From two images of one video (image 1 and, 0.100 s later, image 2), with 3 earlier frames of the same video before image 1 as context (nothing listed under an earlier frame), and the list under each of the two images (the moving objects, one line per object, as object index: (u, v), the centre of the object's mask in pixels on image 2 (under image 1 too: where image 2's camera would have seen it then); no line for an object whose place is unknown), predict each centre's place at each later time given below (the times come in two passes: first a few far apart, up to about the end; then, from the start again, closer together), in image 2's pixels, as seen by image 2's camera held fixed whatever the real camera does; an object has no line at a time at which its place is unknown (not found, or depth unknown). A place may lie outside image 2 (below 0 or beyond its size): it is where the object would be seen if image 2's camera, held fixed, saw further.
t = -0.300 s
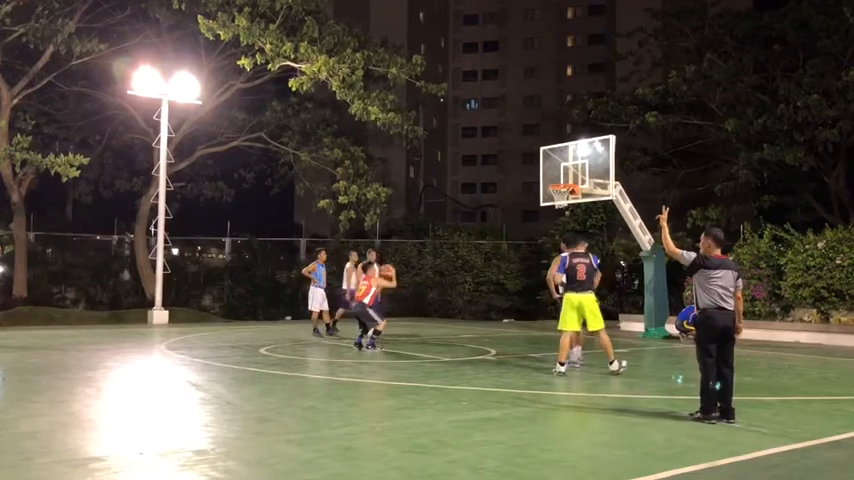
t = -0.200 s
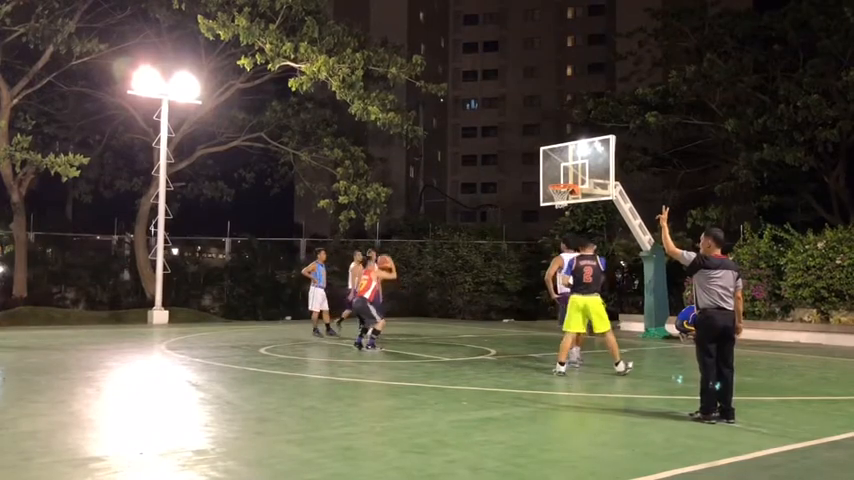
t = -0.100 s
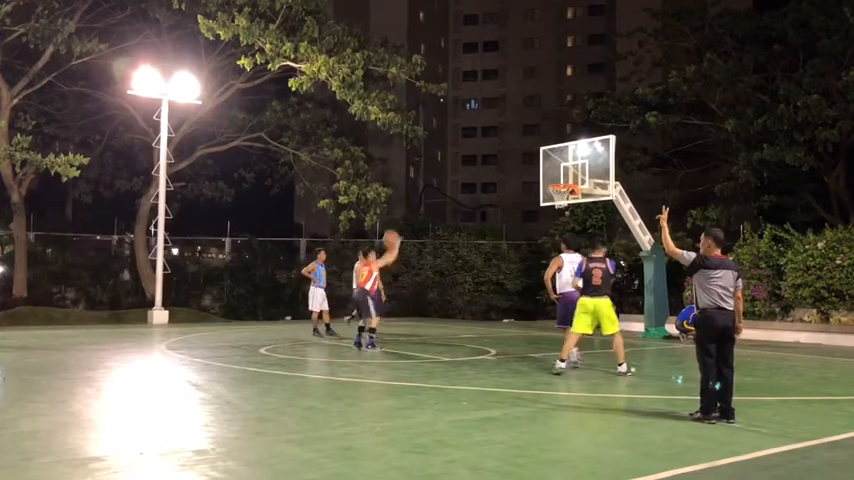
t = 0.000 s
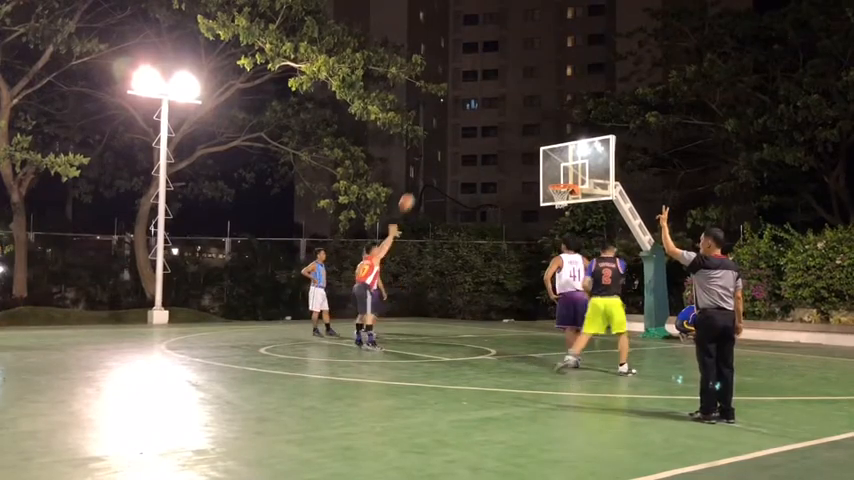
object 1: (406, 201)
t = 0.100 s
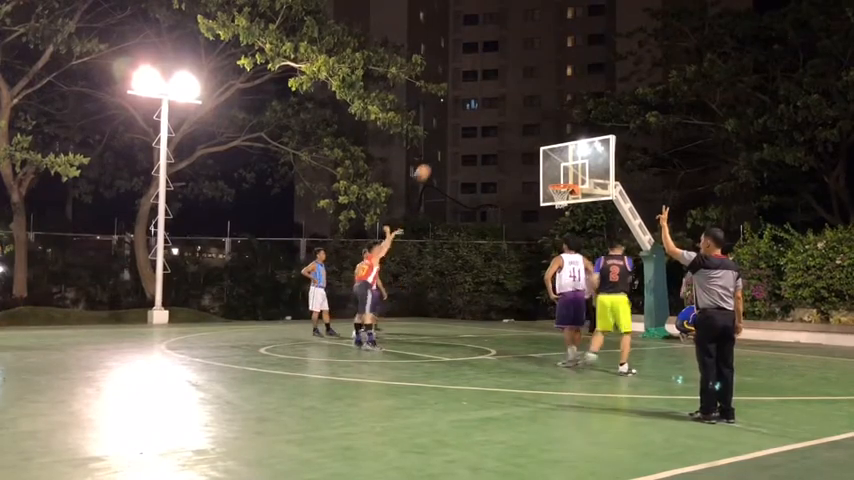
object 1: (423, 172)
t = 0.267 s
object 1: (446, 136)
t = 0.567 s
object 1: (486, 114)
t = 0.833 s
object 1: (520, 135)
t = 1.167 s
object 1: (538, 170)
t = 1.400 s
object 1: (526, 165)
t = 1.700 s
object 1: (506, 197)
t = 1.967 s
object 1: (490, 262)
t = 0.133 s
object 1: (427, 163)
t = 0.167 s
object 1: (432, 155)
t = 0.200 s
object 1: (438, 149)
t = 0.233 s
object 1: (442, 142)
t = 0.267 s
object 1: (446, 136)
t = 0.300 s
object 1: (451, 131)
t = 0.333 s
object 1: (456, 126)
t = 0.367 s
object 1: (460, 122)
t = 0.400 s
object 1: (465, 119)
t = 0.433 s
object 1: (469, 118)
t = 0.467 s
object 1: (474, 116)
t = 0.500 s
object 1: (478, 115)
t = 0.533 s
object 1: (482, 114)
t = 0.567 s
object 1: (486, 114)
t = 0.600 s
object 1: (491, 115)
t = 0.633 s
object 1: (495, 116)
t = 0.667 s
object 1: (500, 118)
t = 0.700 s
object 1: (504, 120)
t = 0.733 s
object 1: (508, 123)
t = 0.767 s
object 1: (512, 126)
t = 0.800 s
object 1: (515, 130)
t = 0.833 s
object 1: (520, 135)
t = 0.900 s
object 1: (528, 145)
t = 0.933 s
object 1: (531, 151)
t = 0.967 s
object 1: (535, 158)
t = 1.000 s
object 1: (537, 165)
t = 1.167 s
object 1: (538, 170)
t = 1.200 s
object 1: (536, 168)
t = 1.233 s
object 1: (535, 166)
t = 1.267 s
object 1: (533, 164)
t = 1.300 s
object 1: (531, 164)
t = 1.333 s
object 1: (529, 163)
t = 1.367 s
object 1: (527, 164)
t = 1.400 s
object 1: (526, 165)
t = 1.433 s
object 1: (523, 166)
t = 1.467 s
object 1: (522, 168)
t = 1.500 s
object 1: (520, 171)
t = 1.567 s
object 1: (515, 177)
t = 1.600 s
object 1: (513, 181)
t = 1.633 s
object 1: (510, 186)
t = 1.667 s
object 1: (508, 191)
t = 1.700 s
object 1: (506, 197)
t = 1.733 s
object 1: (504, 202)
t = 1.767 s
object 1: (502, 209)
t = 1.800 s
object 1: (500, 217)
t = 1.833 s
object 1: (498, 225)
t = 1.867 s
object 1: (496, 233)
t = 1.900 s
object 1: (495, 242)
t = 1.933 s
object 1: (492, 251)
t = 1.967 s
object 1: (490, 262)
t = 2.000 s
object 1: (489, 272)
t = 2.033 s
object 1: (487, 283)
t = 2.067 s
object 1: (484, 295)
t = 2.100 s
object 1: (482, 306)
